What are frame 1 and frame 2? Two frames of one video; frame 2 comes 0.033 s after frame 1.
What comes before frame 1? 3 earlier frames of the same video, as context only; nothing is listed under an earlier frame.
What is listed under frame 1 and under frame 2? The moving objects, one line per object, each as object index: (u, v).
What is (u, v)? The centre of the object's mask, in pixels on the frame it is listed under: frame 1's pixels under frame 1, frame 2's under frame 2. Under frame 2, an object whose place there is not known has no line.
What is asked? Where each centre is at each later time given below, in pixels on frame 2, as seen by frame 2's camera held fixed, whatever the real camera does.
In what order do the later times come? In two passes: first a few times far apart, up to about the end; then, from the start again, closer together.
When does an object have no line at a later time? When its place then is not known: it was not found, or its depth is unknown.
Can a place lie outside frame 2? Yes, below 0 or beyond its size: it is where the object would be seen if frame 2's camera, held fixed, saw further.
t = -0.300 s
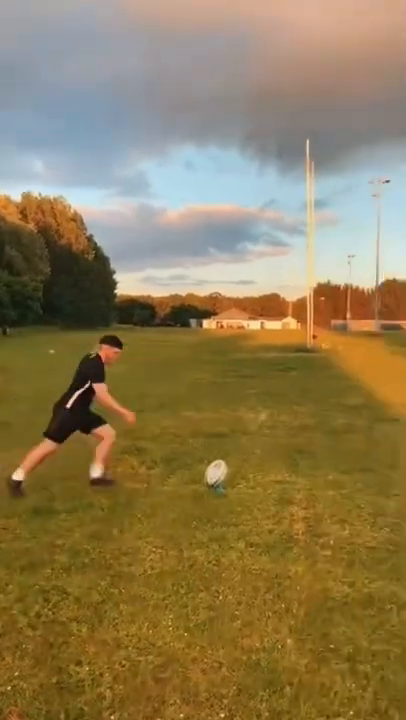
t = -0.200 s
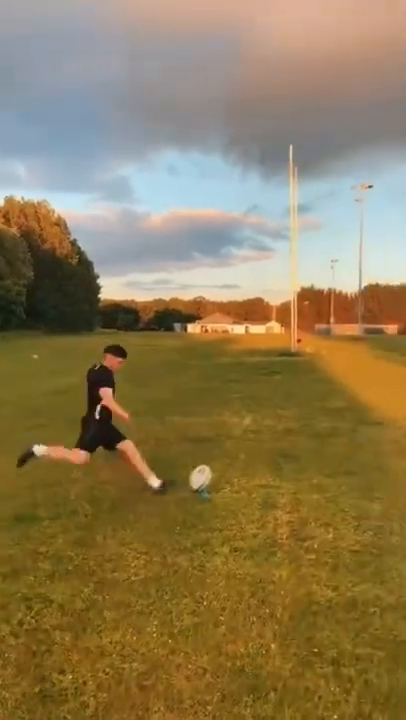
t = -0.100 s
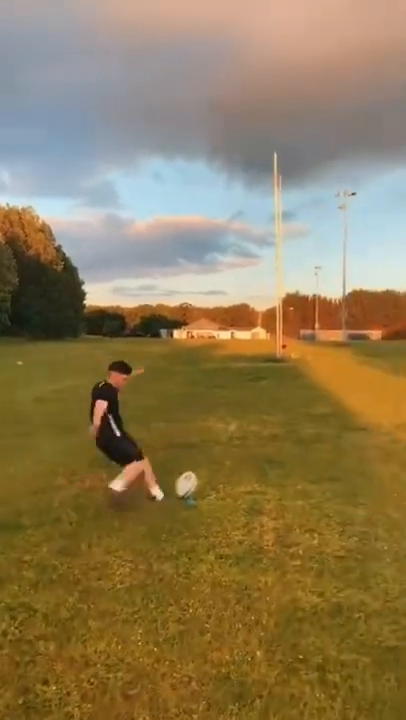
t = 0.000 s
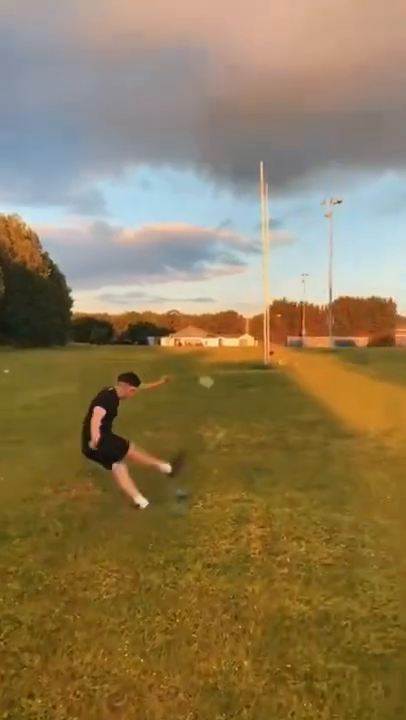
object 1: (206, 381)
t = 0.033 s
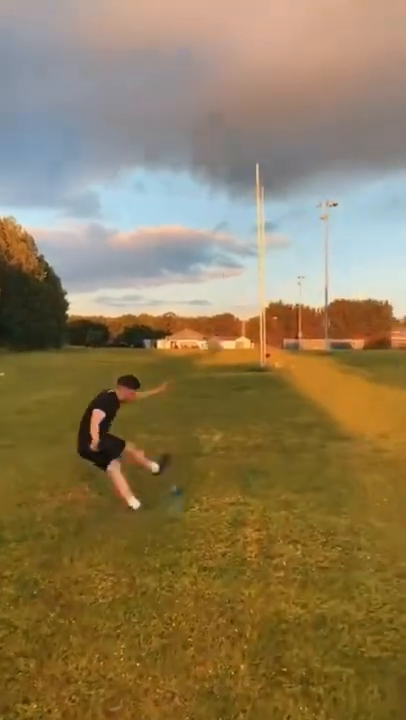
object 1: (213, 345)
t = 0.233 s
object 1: (253, 182)
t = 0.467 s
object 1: (273, 99)
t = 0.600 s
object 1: (279, 76)
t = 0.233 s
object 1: (253, 182)
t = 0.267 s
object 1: (258, 166)
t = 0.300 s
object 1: (261, 151)
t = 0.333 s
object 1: (264, 139)
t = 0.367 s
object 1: (266, 127)
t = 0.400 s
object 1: (269, 118)
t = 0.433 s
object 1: (270, 108)
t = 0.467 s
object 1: (273, 99)
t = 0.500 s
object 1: (274, 94)
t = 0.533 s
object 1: (276, 87)
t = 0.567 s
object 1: (277, 82)
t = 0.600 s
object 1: (279, 76)
